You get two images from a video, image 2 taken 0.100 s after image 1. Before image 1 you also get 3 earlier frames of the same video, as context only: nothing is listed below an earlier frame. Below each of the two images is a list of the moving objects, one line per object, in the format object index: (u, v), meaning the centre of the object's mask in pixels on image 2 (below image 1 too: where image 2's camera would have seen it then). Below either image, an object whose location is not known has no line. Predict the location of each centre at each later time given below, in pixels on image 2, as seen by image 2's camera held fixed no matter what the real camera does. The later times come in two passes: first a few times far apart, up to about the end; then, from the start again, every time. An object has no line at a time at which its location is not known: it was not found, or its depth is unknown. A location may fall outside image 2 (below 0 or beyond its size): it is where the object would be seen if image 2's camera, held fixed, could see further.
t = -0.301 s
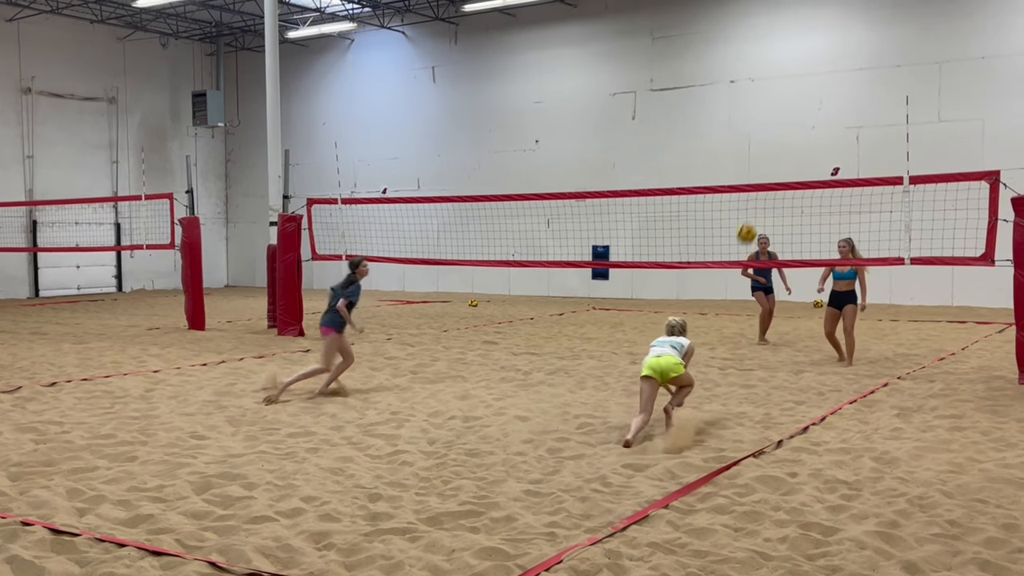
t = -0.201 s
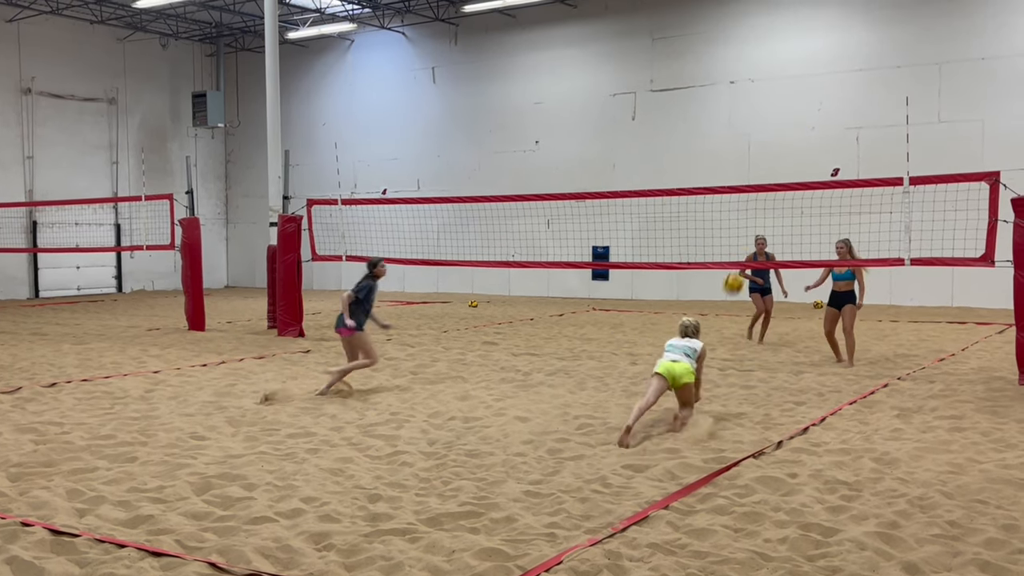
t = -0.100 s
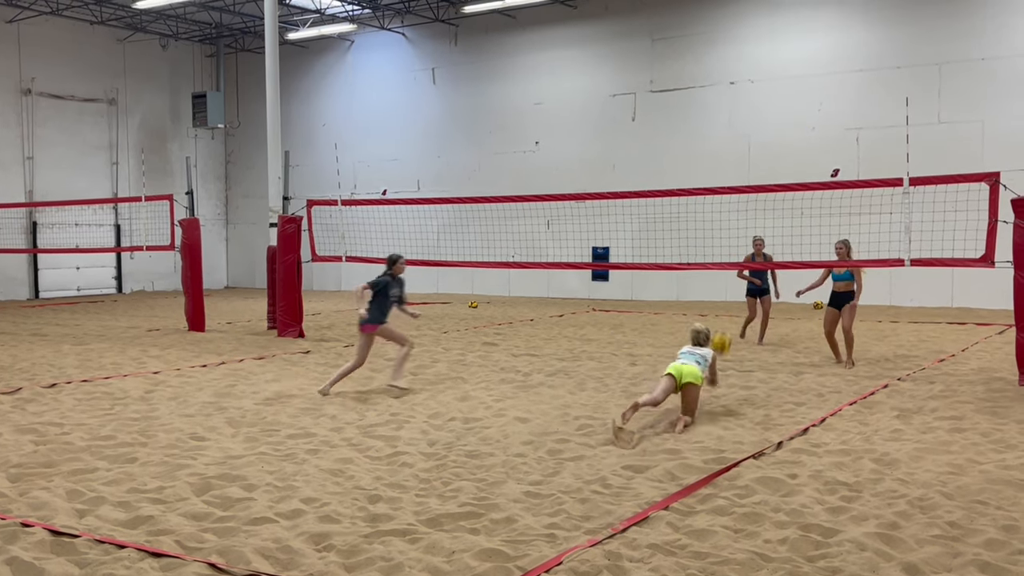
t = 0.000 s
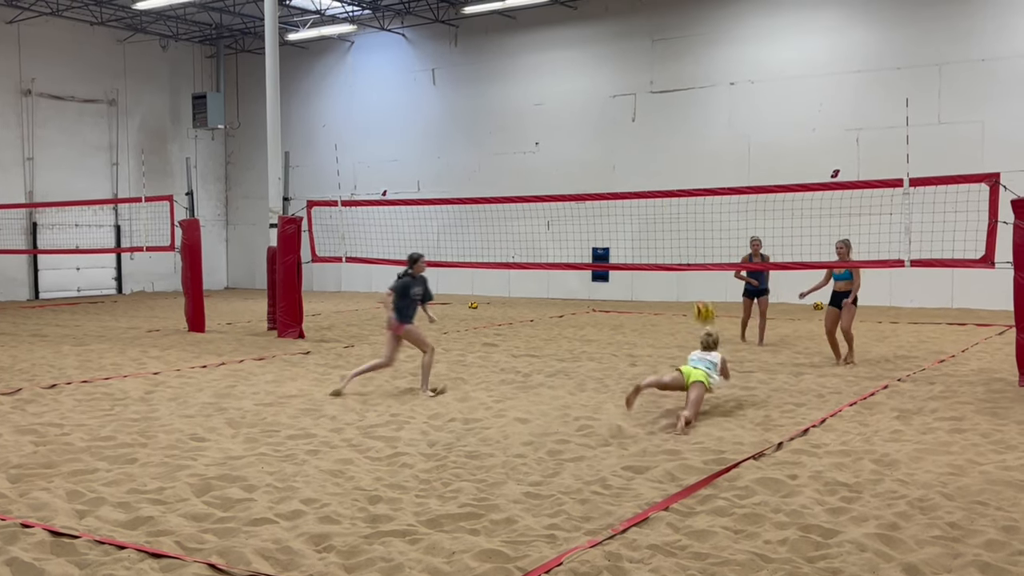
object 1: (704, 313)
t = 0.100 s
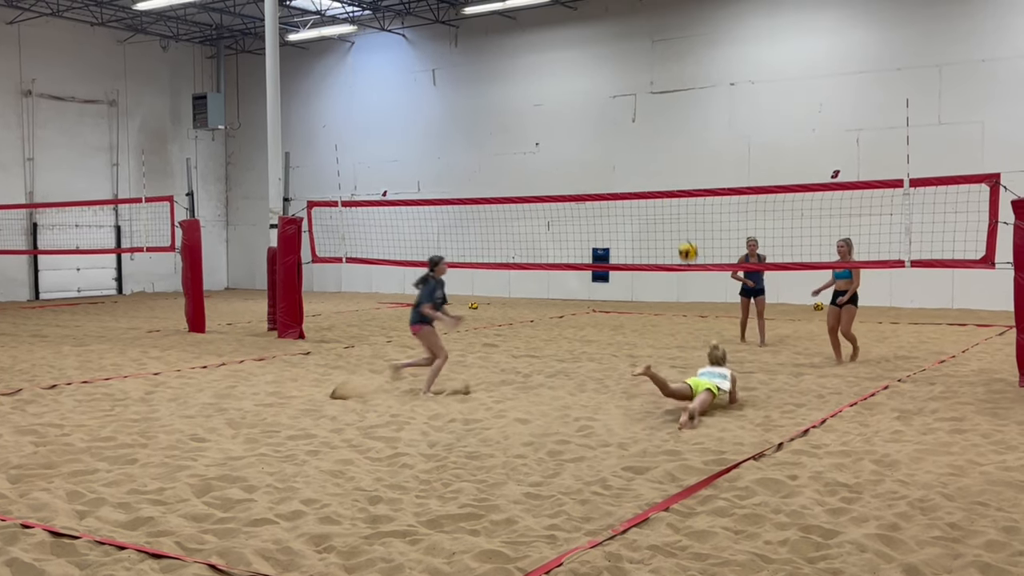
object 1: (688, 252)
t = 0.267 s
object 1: (664, 179)
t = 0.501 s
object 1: (636, 129)
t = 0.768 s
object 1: (609, 126)
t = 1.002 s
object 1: (590, 160)
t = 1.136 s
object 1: (581, 190)
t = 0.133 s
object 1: (682, 234)
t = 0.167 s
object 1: (678, 218)
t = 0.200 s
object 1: (673, 203)
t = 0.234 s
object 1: (668, 191)
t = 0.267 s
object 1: (664, 179)
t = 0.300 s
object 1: (660, 169)
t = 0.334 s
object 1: (655, 159)
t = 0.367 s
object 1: (651, 151)
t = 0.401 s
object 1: (647, 144)
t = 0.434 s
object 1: (644, 138)
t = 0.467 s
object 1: (639, 133)
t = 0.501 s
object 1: (636, 129)
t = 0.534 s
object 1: (632, 126)
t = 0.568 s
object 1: (629, 123)
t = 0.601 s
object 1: (625, 122)
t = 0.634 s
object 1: (622, 121)
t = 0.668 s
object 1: (619, 122)
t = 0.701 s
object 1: (615, 122)
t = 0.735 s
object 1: (612, 124)
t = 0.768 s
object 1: (609, 126)
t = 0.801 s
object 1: (606, 129)
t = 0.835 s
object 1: (604, 133)
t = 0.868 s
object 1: (601, 137)
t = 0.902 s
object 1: (598, 142)
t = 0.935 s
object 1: (596, 147)
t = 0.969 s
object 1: (593, 154)
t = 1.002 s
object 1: (590, 160)
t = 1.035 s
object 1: (588, 167)
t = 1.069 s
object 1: (585, 175)
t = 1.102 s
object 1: (583, 183)
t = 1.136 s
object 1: (581, 190)
